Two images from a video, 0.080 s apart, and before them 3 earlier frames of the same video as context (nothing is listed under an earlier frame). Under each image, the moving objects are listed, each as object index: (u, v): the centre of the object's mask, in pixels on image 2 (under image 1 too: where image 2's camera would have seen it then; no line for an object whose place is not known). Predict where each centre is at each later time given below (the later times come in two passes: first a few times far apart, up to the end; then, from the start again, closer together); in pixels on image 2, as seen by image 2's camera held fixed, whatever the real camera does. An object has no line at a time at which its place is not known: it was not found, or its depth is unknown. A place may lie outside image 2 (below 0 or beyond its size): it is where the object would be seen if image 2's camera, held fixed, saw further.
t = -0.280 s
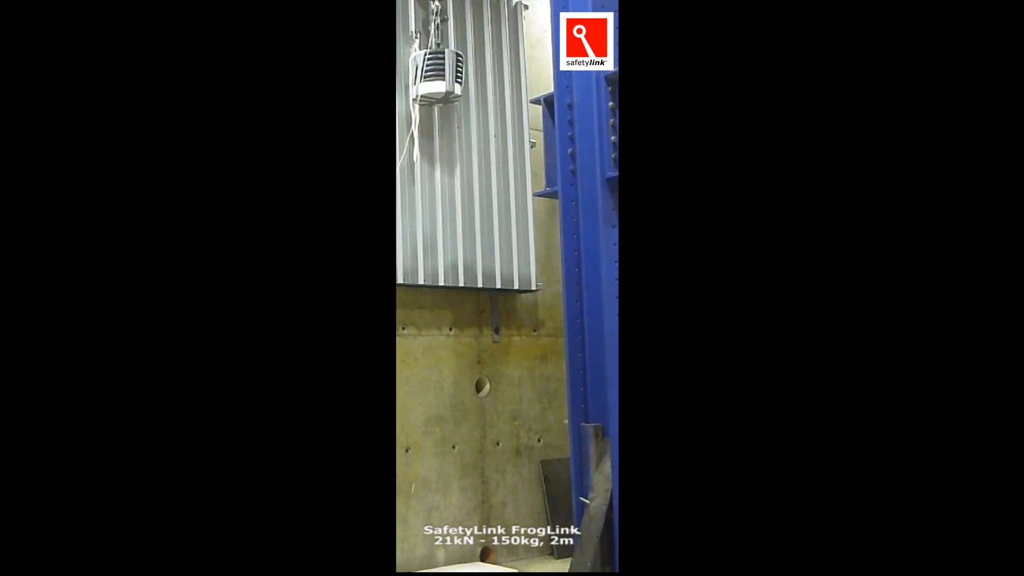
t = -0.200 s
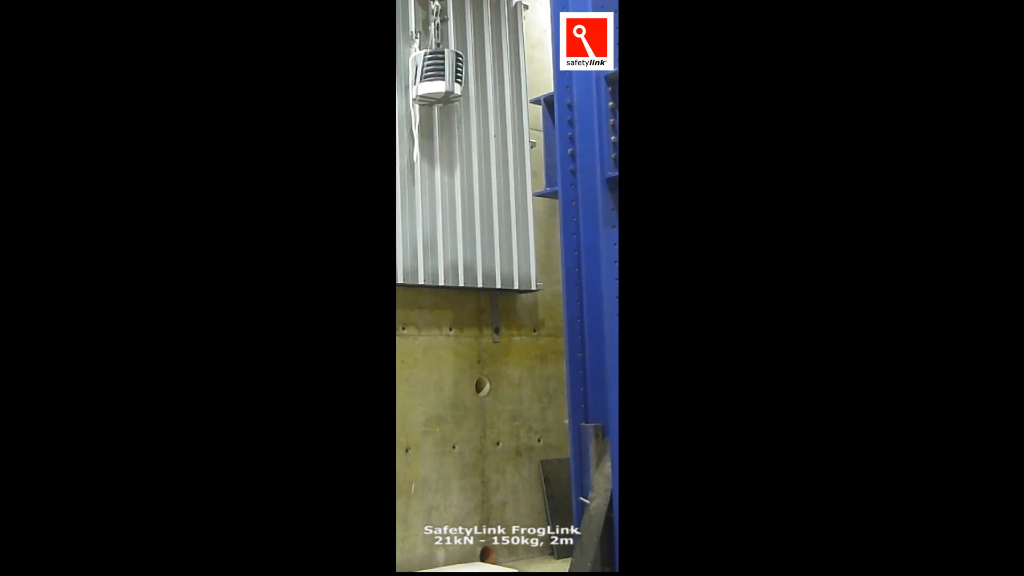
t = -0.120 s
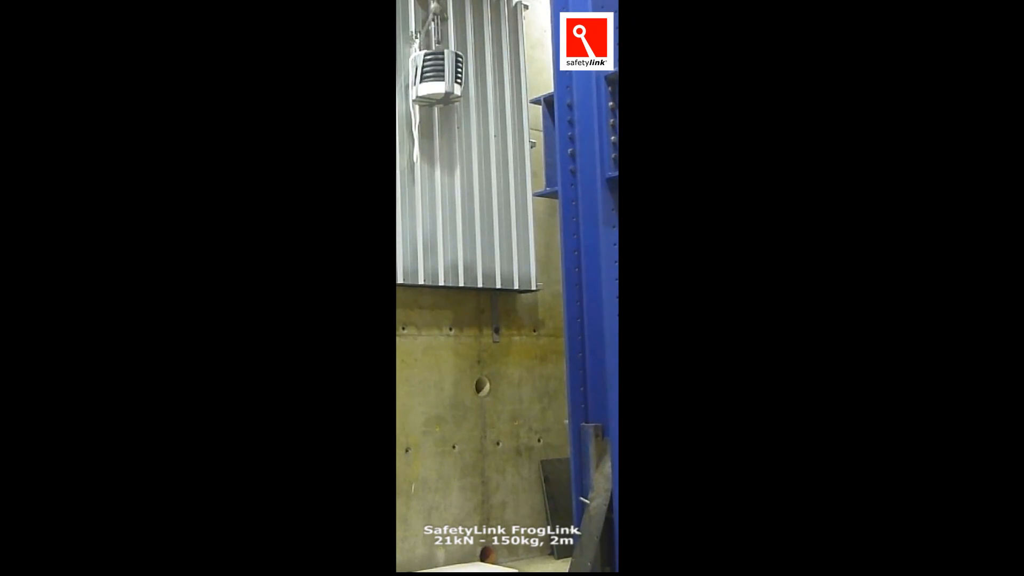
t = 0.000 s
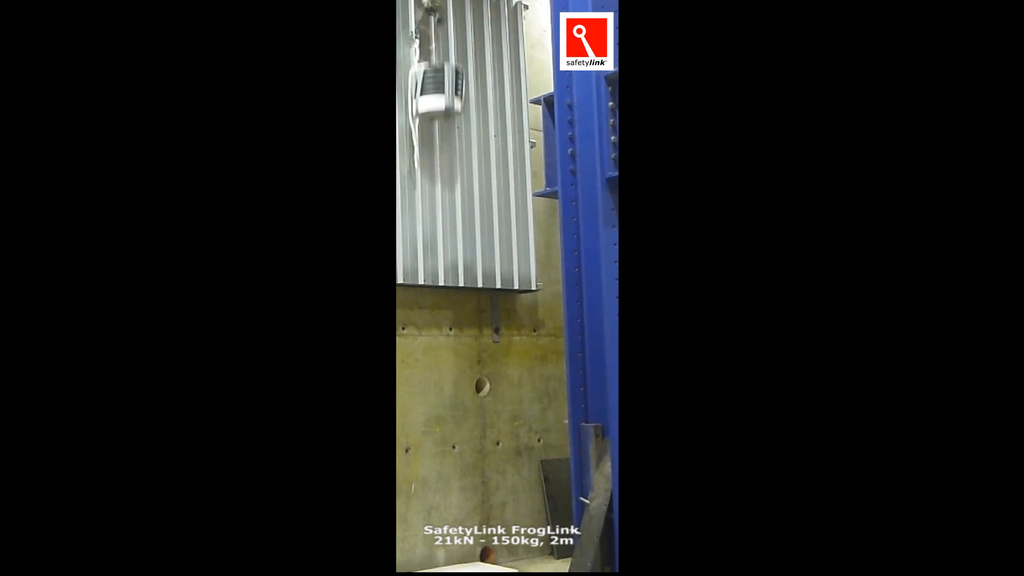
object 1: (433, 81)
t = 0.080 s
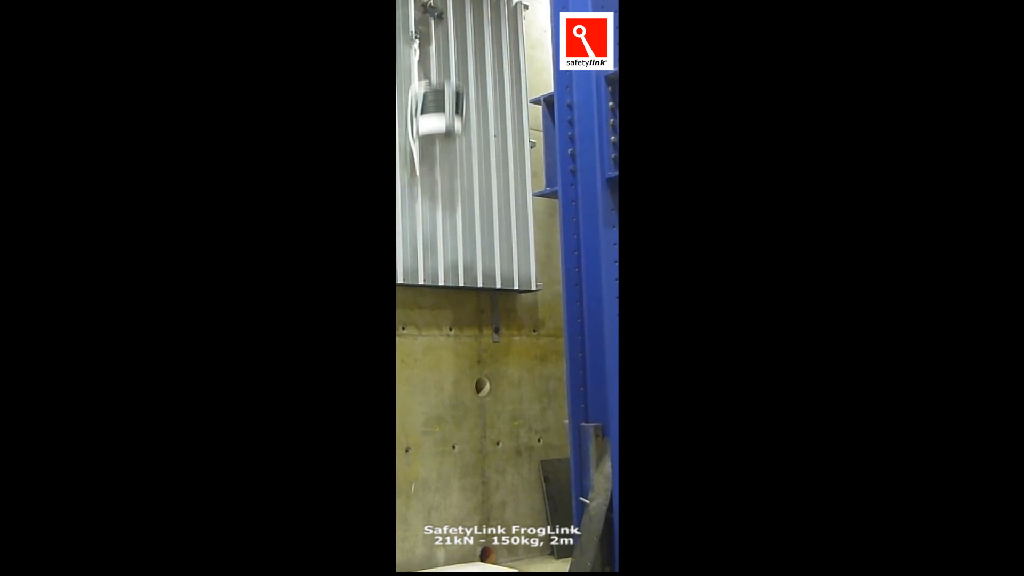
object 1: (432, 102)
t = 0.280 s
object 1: (439, 198)
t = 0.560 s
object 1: (448, 420)
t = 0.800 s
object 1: (439, 455)
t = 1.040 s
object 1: (423, 413)
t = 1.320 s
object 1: (424, 464)
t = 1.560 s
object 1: (427, 449)
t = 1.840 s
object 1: (433, 463)
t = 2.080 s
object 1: (438, 455)
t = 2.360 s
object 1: (442, 458)
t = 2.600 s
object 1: (445, 458)
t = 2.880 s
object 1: (445, 458)
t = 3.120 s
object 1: (443, 458)
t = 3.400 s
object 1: (437, 458)
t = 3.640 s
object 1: (432, 457)
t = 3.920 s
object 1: (428, 456)
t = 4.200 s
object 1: (427, 456)
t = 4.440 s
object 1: (429, 456)
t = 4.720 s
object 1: (433, 456)
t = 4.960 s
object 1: (437, 457)
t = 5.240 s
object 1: (441, 457)
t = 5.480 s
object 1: (443, 457)
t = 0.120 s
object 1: (436, 124)
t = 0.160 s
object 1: (436, 138)
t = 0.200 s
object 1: (436, 157)
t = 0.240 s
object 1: (437, 176)
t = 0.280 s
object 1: (439, 198)
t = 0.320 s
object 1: (439, 222)
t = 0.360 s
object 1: (440, 250)
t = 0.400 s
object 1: (443, 280)
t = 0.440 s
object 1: (445, 318)
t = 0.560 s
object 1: (448, 420)
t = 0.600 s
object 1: (449, 454)
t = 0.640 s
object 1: (449, 479)
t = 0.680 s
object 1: (447, 487)
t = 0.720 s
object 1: (445, 482)
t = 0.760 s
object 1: (442, 468)
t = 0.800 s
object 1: (439, 455)
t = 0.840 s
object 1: (436, 442)
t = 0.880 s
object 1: (433, 432)
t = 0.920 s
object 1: (430, 424)
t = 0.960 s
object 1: (427, 418)
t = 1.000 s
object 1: (425, 415)
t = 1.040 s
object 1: (423, 413)
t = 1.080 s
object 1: (421, 415)
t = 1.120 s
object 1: (421, 419)
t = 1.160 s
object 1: (422, 424)
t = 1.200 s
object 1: (422, 432)
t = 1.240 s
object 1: (422, 442)
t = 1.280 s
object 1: (423, 453)
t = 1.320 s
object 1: (424, 464)
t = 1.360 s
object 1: (425, 470)
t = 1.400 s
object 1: (425, 470)
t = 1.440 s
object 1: (426, 466)
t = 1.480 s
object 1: (426, 459)
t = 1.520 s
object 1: (427, 453)
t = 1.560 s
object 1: (427, 449)
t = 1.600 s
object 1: (428, 447)
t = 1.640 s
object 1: (428, 447)
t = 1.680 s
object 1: (429, 450)
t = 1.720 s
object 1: (430, 454)
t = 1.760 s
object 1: (431, 459)
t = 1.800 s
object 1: (432, 462)
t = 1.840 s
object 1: (433, 463)
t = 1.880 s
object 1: (434, 462)
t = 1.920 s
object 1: (435, 460)
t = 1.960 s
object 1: (436, 457)
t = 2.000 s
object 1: (437, 455)
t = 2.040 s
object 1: (438, 455)
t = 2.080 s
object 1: (438, 455)
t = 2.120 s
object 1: (439, 457)
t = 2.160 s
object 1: (440, 459)
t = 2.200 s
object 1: (440, 460)
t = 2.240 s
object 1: (441, 460)
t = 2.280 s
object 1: (441, 459)
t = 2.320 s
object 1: (441, 458)
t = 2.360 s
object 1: (442, 458)
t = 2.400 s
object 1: (442, 458)
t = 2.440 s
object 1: (443, 458)
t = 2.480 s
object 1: (444, 458)
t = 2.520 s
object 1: (444, 459)
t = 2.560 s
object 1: (445, 458)
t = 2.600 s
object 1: (445, 458)
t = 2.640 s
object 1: (446, 457)
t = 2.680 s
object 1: (446, 457)
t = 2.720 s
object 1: (446, 458)
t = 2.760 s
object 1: (446, 458)
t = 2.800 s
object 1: (446, 458)
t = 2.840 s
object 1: (445, 458)
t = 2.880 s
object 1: (445, 458)
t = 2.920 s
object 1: (445, 458)
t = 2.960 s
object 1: (444, 457)
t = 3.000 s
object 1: (444, 458)
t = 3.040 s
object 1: (443, 458)
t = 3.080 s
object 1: (443, 458)
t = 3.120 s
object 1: (443, 458)
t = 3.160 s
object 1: (442, 458)
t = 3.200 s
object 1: (442, 458)
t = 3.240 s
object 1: (441, 458)
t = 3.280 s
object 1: (441, 458)
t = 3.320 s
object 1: (440, 458)
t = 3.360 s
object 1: (438, 458)
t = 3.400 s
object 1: (437, 458)
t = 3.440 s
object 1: (436, 457)
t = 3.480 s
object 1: (435, 457)
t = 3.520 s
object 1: (435, 457)
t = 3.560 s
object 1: (434, 457)
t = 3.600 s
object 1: (433, 457)
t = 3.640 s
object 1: (432, 457)
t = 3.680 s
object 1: (432, 457)
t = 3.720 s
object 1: (432, 457)
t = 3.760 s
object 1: (431, 457)
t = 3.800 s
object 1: (430, 457)
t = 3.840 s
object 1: (430, 457)
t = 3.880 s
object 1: (429, 457)
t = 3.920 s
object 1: (428, 456)
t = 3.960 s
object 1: (428, 456)
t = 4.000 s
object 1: (427, 456)
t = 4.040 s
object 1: (427, 456)
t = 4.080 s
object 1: (426, 456)
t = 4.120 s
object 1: (426, 456)
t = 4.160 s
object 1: (427, 456)
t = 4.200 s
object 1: (427, 456)
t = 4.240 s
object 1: (427, 456)
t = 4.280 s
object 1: (427, 456)
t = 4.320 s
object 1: (428, 456)
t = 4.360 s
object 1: (429, 456)
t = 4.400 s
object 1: (429, 456)
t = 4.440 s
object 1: (429, 456)
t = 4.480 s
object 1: (429, 456)
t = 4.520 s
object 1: (429, 456)
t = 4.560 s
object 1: (430, 456)
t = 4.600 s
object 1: (431, 456)
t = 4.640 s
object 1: (432, 456)
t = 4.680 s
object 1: (432, 456)
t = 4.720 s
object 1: (433, 456)
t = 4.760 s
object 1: (434, 456)
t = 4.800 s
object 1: (435, 456)
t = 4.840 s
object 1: (435, 457)
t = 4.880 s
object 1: (436, 457)
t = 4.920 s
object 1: (436, 457)
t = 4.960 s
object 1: (437, 457)
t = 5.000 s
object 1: (438, 456)
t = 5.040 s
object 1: (438, 457)
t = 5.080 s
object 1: (439, 457)
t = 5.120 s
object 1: (439, 457)
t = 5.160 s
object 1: (440, 457)
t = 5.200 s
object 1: (441, 457)
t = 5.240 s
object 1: (441, 457)
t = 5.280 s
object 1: (442, 457)
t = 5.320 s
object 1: (443, 457)
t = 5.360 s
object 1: (443, 457)
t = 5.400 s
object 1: (443, 457)
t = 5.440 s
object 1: (443, 457)
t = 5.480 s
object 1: (443, 457)
